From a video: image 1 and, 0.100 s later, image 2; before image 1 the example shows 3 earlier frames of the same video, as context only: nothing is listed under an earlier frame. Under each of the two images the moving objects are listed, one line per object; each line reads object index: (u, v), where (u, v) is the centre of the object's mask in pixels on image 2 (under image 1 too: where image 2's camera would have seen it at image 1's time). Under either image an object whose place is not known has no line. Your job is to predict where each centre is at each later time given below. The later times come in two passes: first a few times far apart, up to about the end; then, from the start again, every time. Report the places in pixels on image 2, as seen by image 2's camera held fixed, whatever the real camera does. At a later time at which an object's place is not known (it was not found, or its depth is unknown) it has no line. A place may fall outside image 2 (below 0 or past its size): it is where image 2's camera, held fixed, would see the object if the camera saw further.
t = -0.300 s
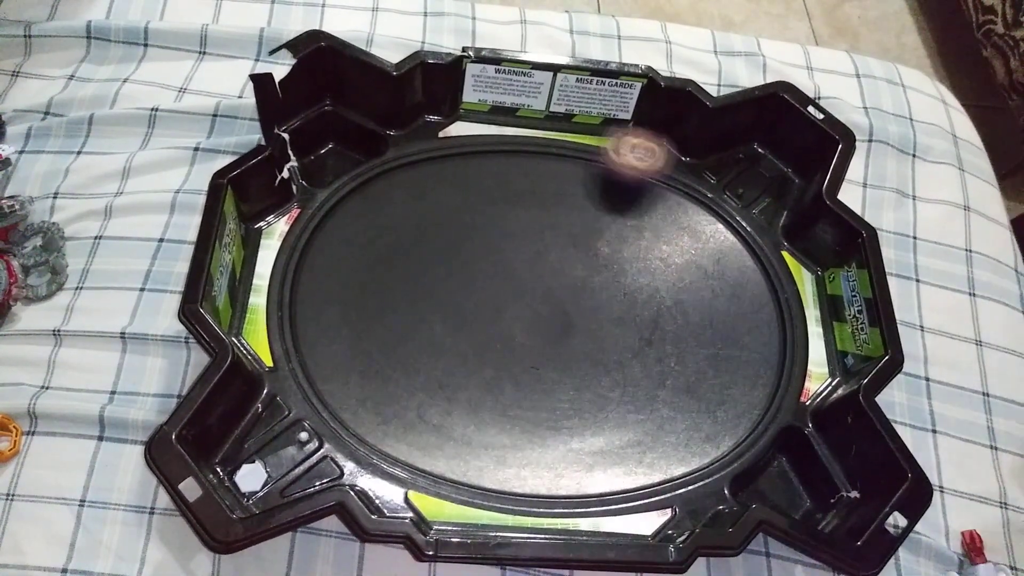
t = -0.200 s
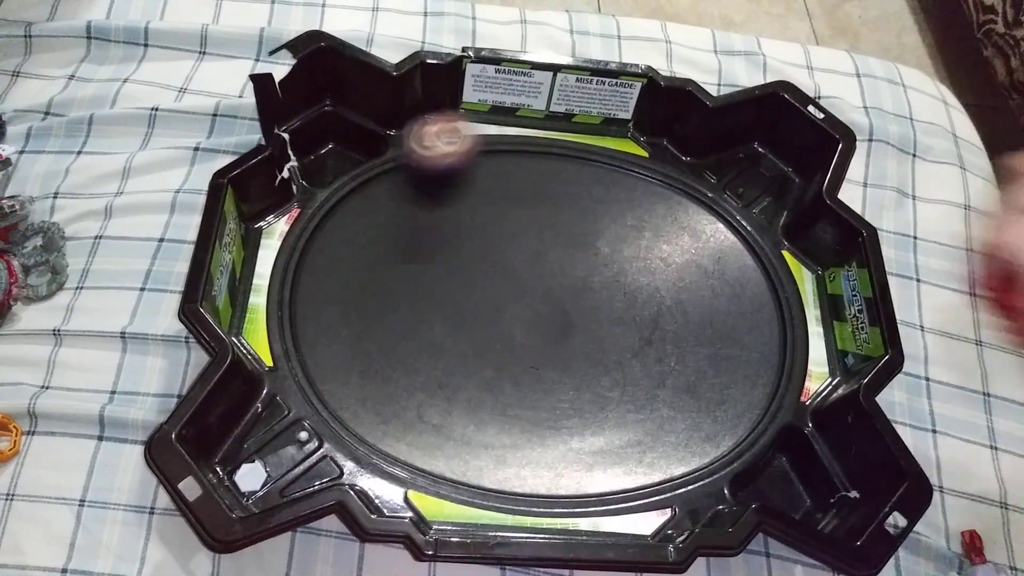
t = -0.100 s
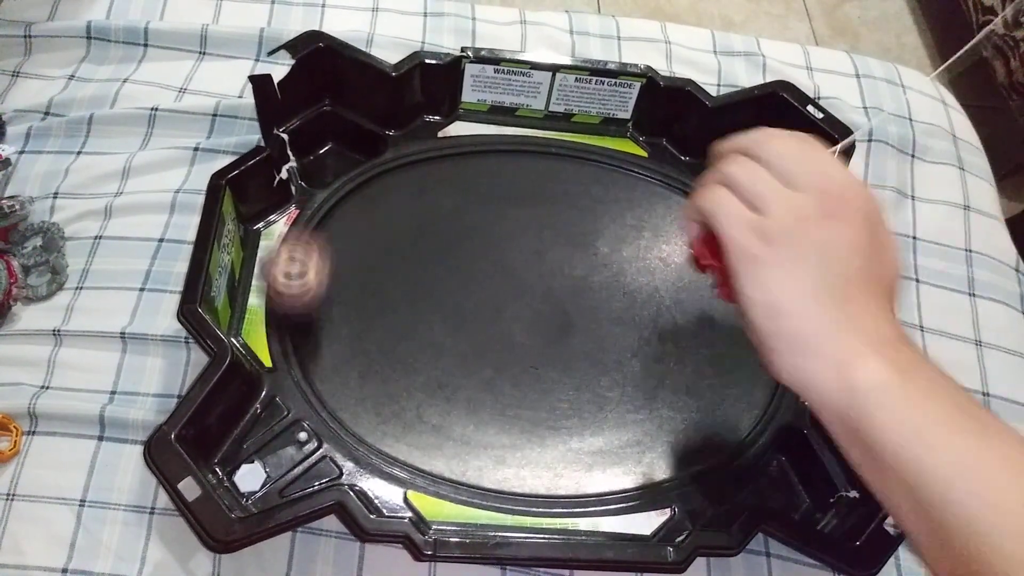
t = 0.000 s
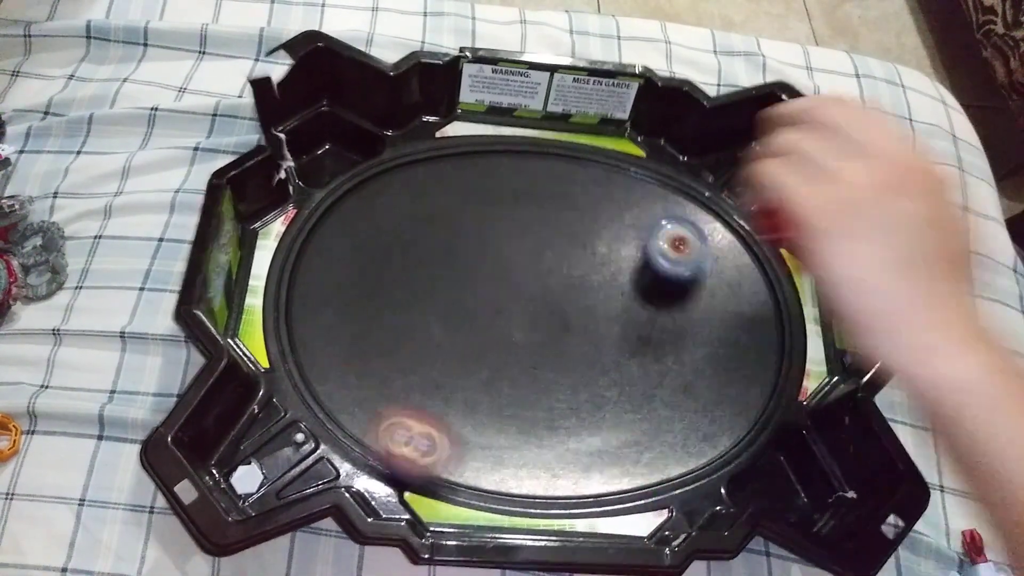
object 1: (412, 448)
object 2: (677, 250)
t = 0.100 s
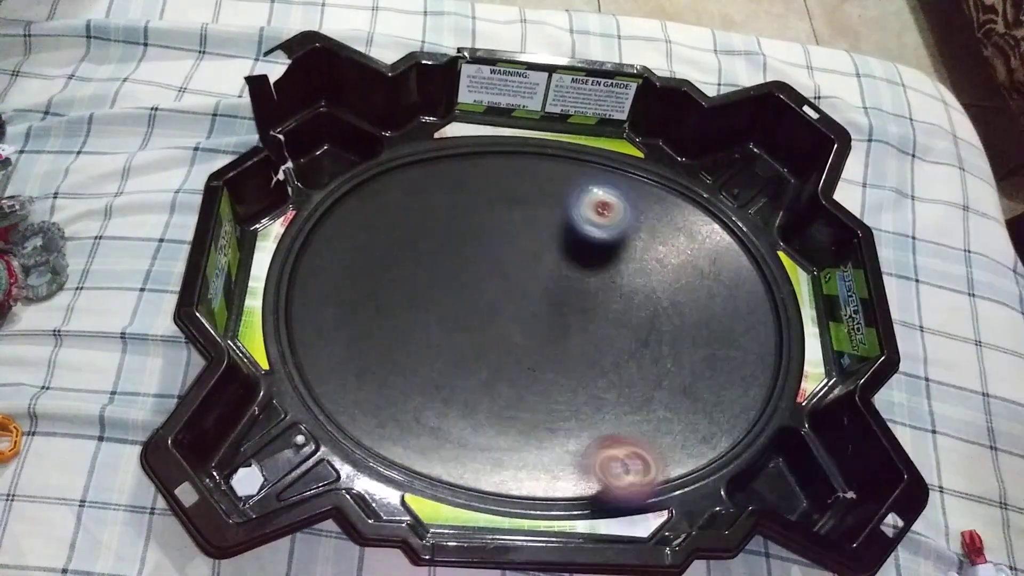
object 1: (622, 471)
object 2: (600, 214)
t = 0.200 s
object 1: (759, 402)
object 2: (522, 190)
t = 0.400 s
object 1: (707, 190)
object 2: (407, 279)
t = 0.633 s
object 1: (370, 172)
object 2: (538, 436)
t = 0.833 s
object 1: (408, 446)
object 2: (724, 396)
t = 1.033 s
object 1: (702, 408)
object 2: (761, 253)
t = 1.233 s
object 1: (684, 216)
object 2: (628, 168)
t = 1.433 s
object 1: (495, 150)
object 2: (413, 227)
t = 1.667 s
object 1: (297, 335)
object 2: (364, 450)
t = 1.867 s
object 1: (504, 423)
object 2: (605, 475)
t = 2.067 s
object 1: (608, 295)
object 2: (779, 321)
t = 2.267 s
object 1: (535, 171)
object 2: (663, 169)
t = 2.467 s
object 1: (355, 186)
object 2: (434, 185)
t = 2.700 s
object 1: (394, 449)
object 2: (430, 376)
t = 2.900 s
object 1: (659, 453)
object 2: (639, 349)
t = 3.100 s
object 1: (712, 352)
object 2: (716, 278)
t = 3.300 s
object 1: (526, 341)
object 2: (684, 183)
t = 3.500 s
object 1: (396, 422)
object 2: (560, 186)
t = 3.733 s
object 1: (469, 427)
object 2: (466, 328)
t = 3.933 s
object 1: (517, 465)
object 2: (510, 325)
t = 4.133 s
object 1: (516, 389)
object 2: (531, 311)
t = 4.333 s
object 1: (430, 366)
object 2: (547, 259)
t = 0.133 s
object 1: (679, 457)
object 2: (575, 203)
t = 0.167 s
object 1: (724, 433)
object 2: (549, 193)
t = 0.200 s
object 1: (759, 402)
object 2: (522, 190)
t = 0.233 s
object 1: (779, 368)
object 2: (496, 191)
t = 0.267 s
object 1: (786, 330)
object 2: (470, 199)
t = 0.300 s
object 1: (777, 294)
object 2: (445, 212)
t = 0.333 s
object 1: (760, 259)
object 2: (427, 230)
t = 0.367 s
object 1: (737, 222)
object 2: (413, 255)
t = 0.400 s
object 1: (707, 190)
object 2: (407, 279)
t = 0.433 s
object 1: (669, 168)
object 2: (407, 307)
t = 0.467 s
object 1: (625, 153)
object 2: (414, 334)
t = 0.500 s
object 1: (577, 144)
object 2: (429, 361)
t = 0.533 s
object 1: (526, 143)
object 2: (449, 385)
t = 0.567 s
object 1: (474, 149)
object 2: (476, 407)
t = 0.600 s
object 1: (419, 159)
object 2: (507, 424)
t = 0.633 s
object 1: (370, 172)
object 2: (538, 436)
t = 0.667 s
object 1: (324, 199)
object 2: (573, 443)
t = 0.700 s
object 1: (300, 249)
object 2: (609, 444)
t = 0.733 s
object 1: (293, 302)
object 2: (640, 440)
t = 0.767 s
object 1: (308, 359)
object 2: (674, 431)
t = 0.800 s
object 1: (350, 412)
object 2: (703, 413)
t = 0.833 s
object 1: (408, 446)
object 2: (724, 396)
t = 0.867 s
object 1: (472, 465)
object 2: (742, 376)
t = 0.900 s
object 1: (536, 474)
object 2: (759, 351)
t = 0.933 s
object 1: (594, 471)
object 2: (767, 326)
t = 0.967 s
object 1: (640, 456)
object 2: (767, 301)
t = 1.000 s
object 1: (677, 435)
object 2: (767, 276)
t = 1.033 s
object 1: (702, 408)
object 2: (761, 253)
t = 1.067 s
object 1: (719, 377)
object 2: (750, 232)
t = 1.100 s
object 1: (726, 344)
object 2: (735, 213)
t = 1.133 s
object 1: (725, 310)
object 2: (712, 195)
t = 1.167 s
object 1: (718, 278)
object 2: (686, 183)
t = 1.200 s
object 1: (703, 245)
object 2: (659, 174)
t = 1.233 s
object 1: (684, 216)
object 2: (628, 168)
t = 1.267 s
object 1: (662, 191)
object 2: (592, 168)
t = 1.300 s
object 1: (636, 170)
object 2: (559, 171)
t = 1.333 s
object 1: (604, 152)
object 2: (522, 176)
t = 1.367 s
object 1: (570, 144)
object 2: (484, 188)
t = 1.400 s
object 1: (533, 145)
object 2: (447, 205)
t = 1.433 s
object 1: (495, 150)
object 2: (413, 227)
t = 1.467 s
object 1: (454, 156)
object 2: (382, 255)
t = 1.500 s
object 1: (413, 167)
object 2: (354, 288)
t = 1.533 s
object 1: (371, 186)
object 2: (332, 324)
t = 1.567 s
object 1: (333, 210)
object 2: (319, 361)
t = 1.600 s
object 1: (303, 242)
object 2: (319, 395)
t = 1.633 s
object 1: (292, 287)
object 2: (342, 424)
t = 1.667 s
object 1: (297, 335)
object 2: (364, 450)
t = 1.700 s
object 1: (319, 386)
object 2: (393, 458)
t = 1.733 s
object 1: (359, 421)
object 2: (425, 475)
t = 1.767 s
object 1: (396, 431)
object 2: (471, 500)
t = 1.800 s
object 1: (433, 433)
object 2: (517, 494)
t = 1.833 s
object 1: (469, 432)
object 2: (559, 486)
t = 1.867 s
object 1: (504, 423)
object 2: (605, 475)
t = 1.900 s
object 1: (535, 408)
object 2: (646, 455)
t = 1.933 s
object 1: (562, 389)
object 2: (687, 433)
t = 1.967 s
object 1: (583, 368)
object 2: (720, 410)
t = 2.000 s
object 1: (599, 343)
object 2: (747, 382)
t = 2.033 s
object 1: (606, 320)
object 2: (769, 352)
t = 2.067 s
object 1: (608, 295)
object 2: (779, 321)
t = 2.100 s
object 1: (607, 268)
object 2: (785, 285)
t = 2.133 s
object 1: (600, 242)
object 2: (774, 258)
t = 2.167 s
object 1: (589, 220)
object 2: (750, 233)
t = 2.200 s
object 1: (575, 201)
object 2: (723, 207)
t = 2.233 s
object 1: (557, 181)
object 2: (694, 185)
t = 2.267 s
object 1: (535, 171)
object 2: (663, 169)
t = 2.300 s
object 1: (511, 162)
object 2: (621, 160)
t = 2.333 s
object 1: (483, 156)
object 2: (579, 156)
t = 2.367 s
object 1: (452, 151)
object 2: (540, 154)
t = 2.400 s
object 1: (419, 157)
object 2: (503, 162)
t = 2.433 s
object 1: (386, 169)
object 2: (467, 171)
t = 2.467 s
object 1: (355, 186)
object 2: (434, 185)
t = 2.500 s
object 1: (326, 211)
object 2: (410, 206)
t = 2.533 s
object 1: (302, 245)
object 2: (401, 236)
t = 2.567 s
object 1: (295, 292)
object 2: (396, 266)
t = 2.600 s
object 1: (298, 340)
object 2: (396, 296)
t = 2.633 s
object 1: (316, 385)
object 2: (402, 324)
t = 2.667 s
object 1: (351, 420)
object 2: (413, 354)
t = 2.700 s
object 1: (394, 449)
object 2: (430, 376)
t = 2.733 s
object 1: (442, 463)
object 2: (462, 389)
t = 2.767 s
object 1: (487, 475)
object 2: (496, 393)
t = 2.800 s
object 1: (536, 480)
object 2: (534, 382)
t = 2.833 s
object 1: (582, 476)
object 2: (573, 371)
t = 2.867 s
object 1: (623, 465)
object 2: (608, 360)
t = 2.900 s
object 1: (659, 453)
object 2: (639, 349)
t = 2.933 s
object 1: (690, 442)
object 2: (663, 339)
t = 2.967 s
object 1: (713, 427)
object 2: (683, 326)
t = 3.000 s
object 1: (728, 411)
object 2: (698, 315)
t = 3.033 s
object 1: (732, 392)
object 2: (708, 301)
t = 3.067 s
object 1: (726, 372)
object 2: (714, 290)
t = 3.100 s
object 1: (712, 352)
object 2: (716, 278)
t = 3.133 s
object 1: (693, 333)
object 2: (714, 269)
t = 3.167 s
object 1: (663, 328)
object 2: (718, 248)
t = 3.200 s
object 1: (626, 329)
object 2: (719, 224)
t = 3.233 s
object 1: (591, 331)
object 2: (715, 203)
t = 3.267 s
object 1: (558, 335)
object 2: (705, 189)
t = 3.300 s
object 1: (526, 341)
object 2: (684, 183)
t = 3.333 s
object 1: (496, 349)
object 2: (664, 179)
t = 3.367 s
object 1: (467, 359)
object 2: (645, 176)
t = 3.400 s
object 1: (443, 371)
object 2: (624, 173)
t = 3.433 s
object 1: (422, 386)
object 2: (602, 176)
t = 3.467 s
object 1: (408, 403)
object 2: (581, 180)
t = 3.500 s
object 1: (396, 422)
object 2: (560, 186)
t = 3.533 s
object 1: (390, 441)
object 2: (539, 197)
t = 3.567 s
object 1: (402, 441)
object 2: (519, 211)
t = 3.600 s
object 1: (418, 442)
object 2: (501, 231)
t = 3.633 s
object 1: (432, 439)
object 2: (487, 252)
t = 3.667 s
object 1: (447, 436)
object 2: (476, 276)
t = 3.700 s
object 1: (459, 432)
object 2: (468, 304)
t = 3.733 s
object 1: (469, 427)
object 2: (466, 328)
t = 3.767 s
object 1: (475, 430)
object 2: (468, 348)
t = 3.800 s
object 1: (478, 454)
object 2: (475, 339)
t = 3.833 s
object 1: (483, 466)
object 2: (484, 331)
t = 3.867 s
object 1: (492, 472)
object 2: (494, 326)
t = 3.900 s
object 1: (504, 470)
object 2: (502, 324)
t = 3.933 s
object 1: (517, 465)
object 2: (510, 325)
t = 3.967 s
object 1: (527, 455)
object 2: (515, 325)
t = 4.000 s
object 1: (533, 442)
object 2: (518, 325)
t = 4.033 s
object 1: (535, 429)
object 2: (520, 323)
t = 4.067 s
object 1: (535, 412)
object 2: (523, 322)
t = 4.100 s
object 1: (529, 396)
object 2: (525, 320)
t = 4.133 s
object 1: (516, 389)
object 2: (531, 311)
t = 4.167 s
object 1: (500, 386)
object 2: (538, 295)
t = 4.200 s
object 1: (484, 381)
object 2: (545, 286)
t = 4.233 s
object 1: (468, 376)
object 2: (548, 277)
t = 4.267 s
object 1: (455, 373)
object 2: (549, 270)
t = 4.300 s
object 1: (442, 369)
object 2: (548, 264)
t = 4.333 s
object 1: (430, 366)
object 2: (547, 259)
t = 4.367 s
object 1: (420, 365)
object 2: (544, 255)
